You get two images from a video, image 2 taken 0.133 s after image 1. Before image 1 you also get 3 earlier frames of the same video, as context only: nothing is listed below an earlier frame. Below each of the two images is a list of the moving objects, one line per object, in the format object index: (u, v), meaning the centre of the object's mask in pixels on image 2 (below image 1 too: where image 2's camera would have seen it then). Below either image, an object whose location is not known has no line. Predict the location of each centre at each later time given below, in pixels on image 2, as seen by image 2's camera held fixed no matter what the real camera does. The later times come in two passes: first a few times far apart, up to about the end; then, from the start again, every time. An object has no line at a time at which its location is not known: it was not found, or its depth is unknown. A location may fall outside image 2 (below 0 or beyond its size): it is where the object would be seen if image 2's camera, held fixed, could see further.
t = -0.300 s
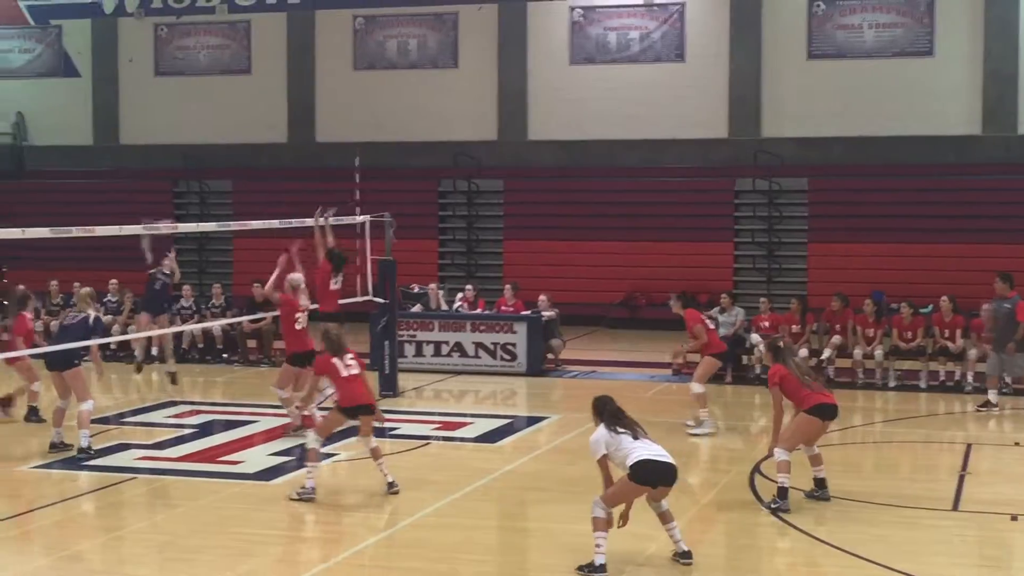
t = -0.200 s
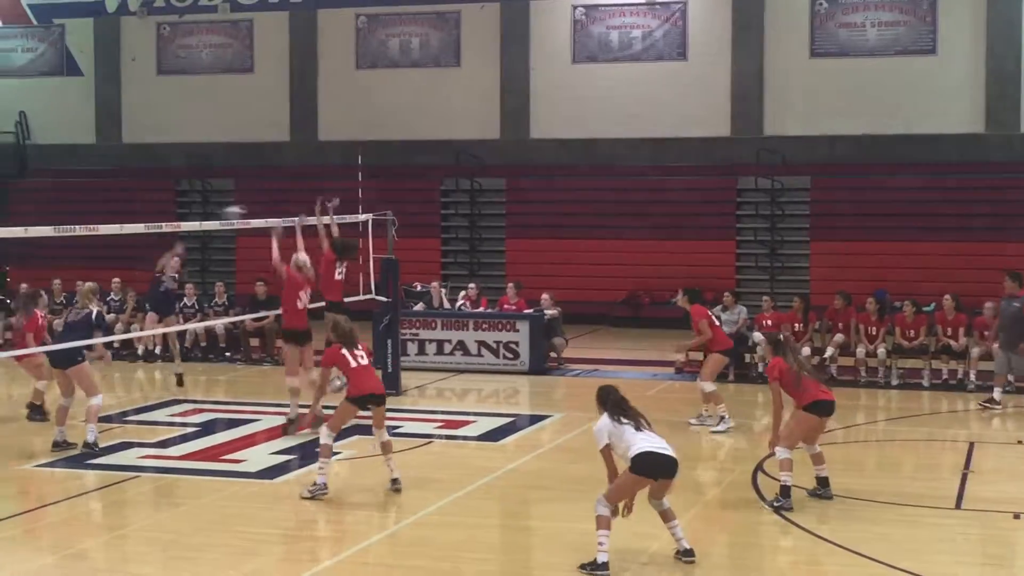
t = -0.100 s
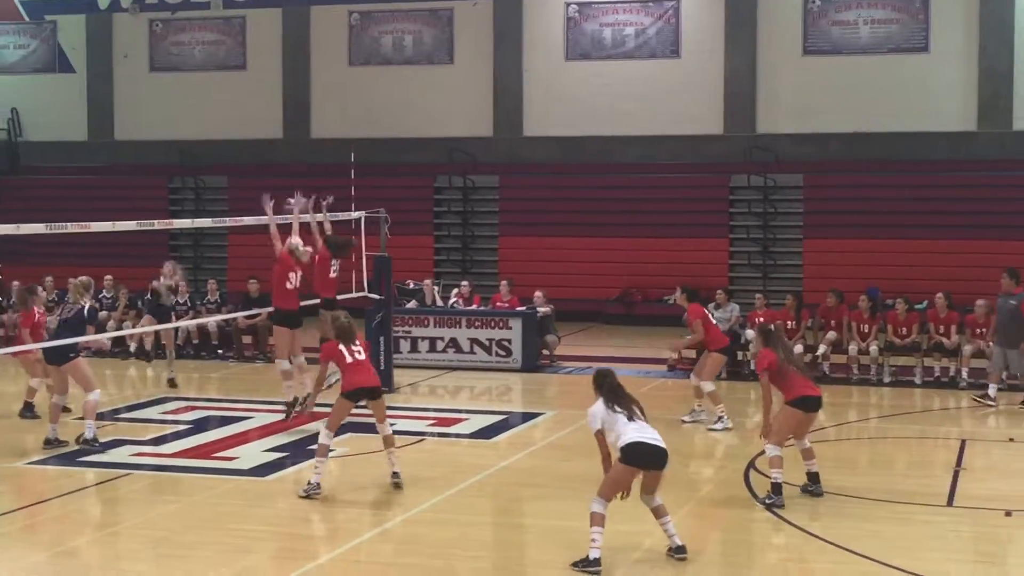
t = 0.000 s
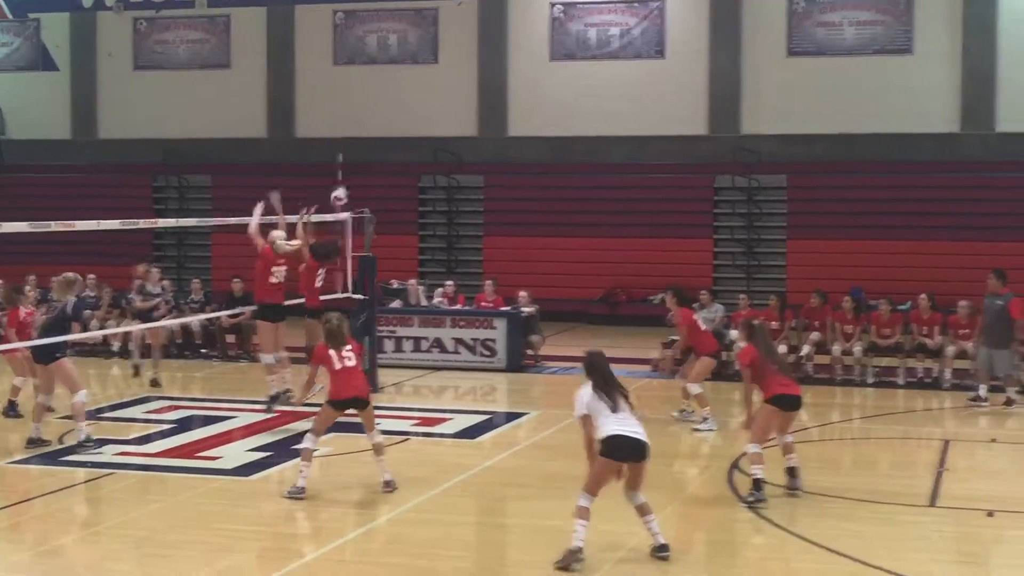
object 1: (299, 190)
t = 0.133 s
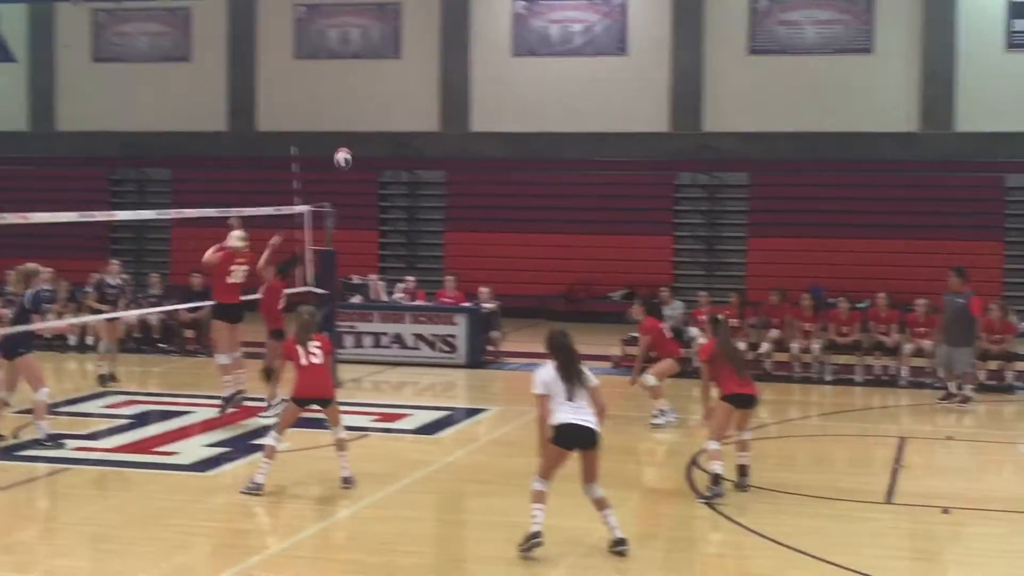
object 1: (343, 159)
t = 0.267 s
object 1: (386, 141)
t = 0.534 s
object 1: (476, 154)
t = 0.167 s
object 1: (354, 153)
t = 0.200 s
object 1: (365, 149)
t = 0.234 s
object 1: (375, 143)
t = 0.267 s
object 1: (386, 141)
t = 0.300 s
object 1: (396, 140)
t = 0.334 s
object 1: (409, 138)
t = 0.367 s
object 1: (420, 138)
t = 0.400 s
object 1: (430, 140)
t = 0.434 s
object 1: (442, 142)
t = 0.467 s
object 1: (454, 145)
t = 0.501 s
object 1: (465, 149)
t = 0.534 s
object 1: (476, 154)
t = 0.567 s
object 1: (489, 161)
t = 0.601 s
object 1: (500, 168)
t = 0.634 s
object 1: (511, 177)
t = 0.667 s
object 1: (523, 187)
